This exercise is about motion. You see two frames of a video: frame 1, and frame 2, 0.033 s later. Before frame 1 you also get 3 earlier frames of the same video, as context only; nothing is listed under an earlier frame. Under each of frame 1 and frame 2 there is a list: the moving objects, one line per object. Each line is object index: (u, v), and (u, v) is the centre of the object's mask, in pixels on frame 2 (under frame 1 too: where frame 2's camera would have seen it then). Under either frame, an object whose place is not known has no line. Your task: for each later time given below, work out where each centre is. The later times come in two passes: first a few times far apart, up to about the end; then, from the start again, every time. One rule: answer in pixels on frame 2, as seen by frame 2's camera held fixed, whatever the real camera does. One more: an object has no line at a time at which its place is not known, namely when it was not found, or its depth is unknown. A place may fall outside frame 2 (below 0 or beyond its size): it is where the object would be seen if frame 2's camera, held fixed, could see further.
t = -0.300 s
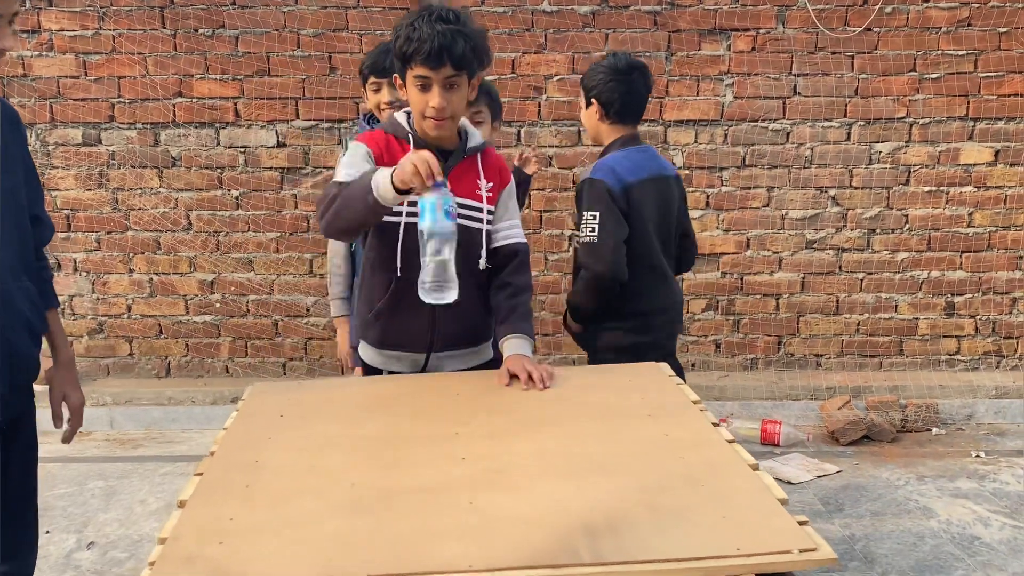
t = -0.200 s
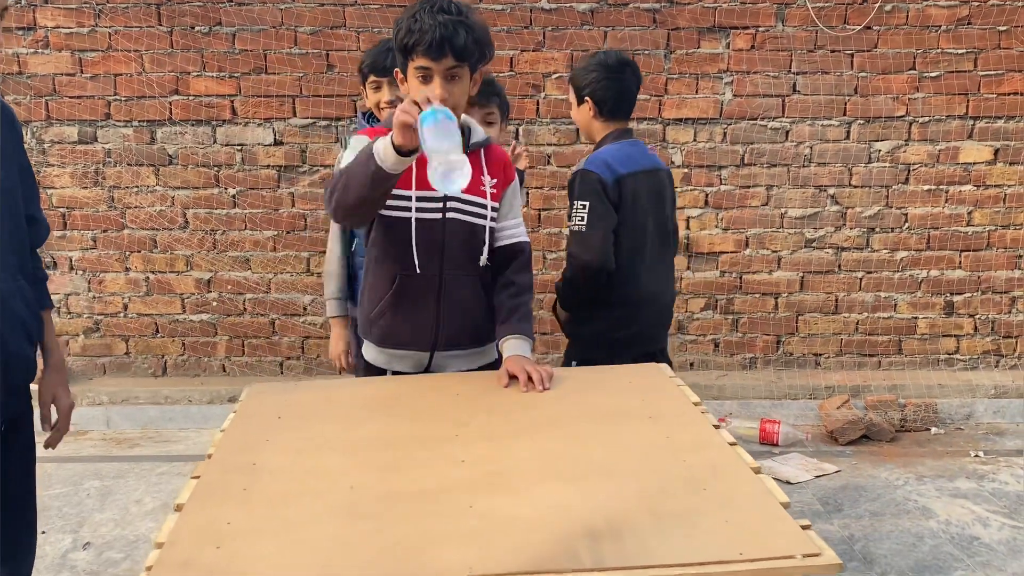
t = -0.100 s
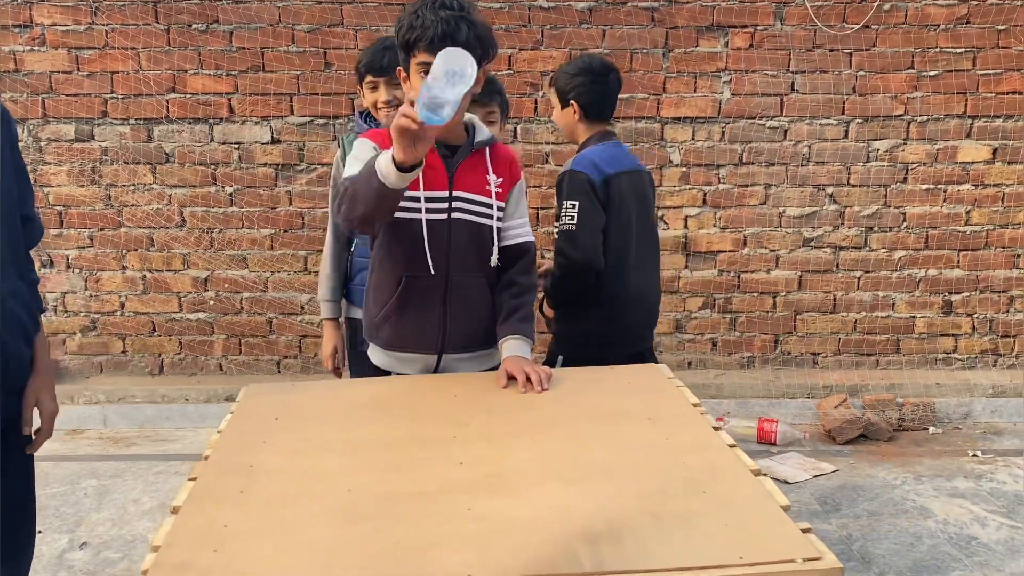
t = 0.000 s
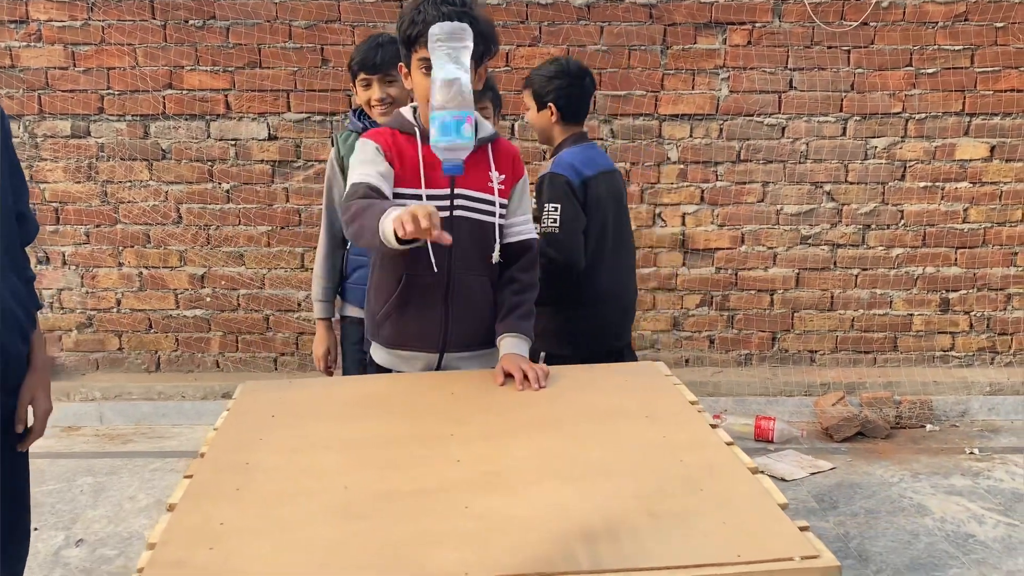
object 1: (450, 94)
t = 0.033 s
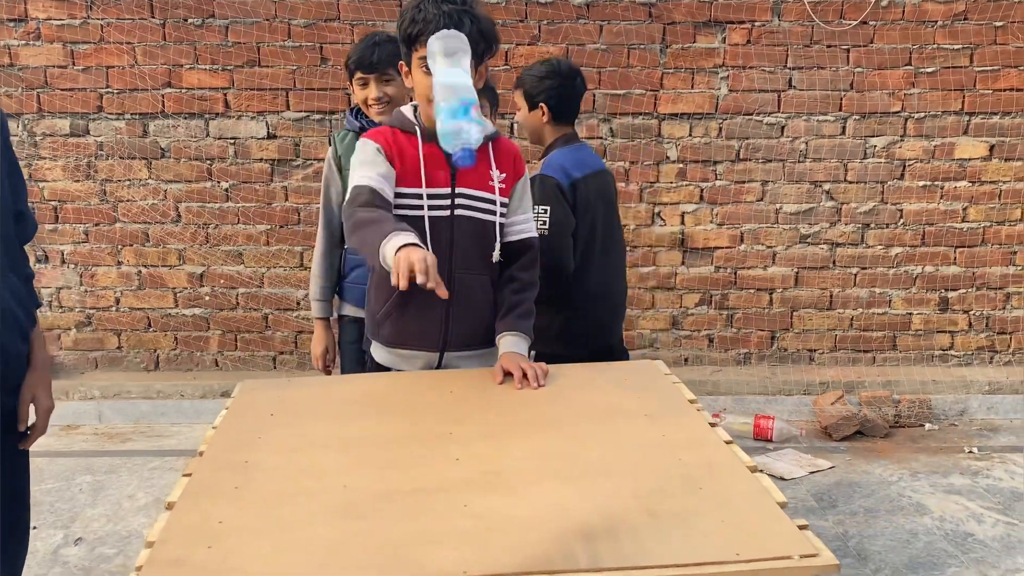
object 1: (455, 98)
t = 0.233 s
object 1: (461, 270)
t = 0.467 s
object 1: (450, 392)
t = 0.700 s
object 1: (438, 393)
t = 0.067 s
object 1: (459, 104)
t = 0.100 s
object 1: (460, 119)
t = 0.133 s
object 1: (461, 142)
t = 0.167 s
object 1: (461, 177)
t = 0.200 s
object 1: (461, 220)
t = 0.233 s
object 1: (461, 270)
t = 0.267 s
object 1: (461, 329)
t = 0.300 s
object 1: (462, 396)
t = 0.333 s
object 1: (464, 397)
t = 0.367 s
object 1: (460, 395)
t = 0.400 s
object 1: (457, 393)
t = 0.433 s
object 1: (454, 393)
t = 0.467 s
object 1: (450, 392)
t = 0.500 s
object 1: (446, 392)
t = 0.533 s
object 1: (442, 393)
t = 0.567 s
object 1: (440, 394)
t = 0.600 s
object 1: (439, 393)
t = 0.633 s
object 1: (439, 393)
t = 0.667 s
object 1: (439, 393)
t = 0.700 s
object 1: (438, 393)
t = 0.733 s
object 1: (437, 392)
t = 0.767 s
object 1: (438, 392)
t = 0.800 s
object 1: (439, 392)
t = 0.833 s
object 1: (441, 392)
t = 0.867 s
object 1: (440, 392)
